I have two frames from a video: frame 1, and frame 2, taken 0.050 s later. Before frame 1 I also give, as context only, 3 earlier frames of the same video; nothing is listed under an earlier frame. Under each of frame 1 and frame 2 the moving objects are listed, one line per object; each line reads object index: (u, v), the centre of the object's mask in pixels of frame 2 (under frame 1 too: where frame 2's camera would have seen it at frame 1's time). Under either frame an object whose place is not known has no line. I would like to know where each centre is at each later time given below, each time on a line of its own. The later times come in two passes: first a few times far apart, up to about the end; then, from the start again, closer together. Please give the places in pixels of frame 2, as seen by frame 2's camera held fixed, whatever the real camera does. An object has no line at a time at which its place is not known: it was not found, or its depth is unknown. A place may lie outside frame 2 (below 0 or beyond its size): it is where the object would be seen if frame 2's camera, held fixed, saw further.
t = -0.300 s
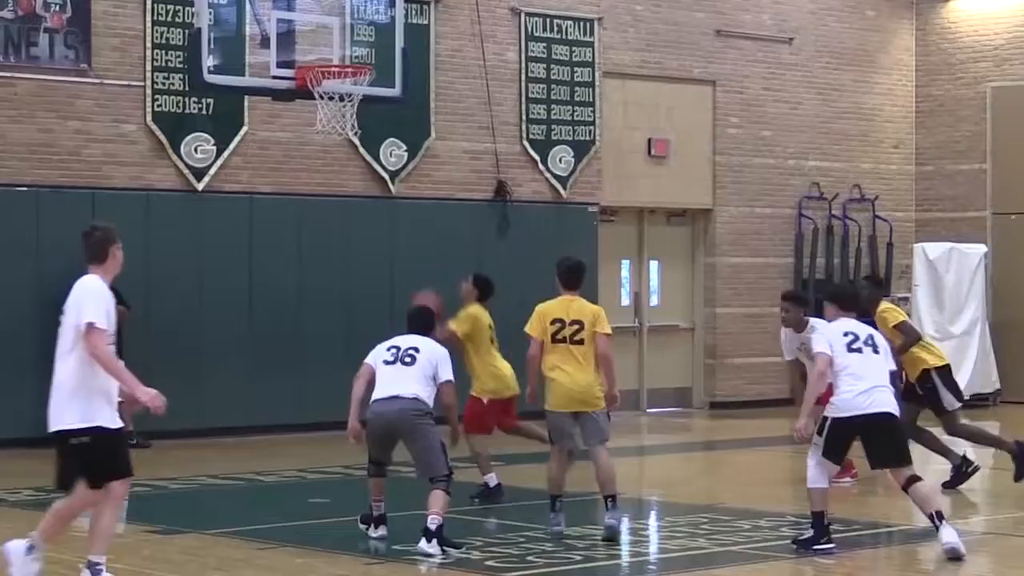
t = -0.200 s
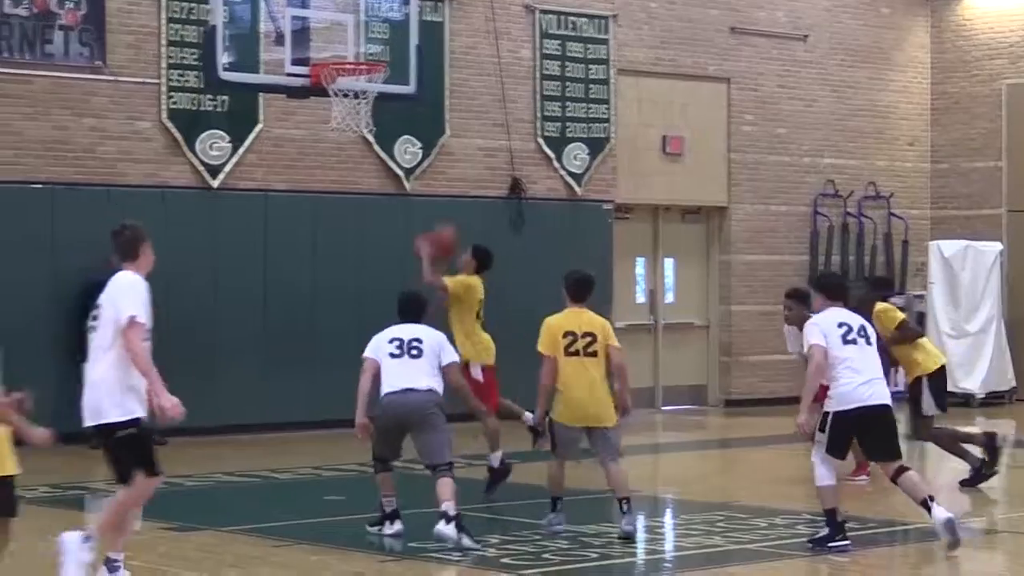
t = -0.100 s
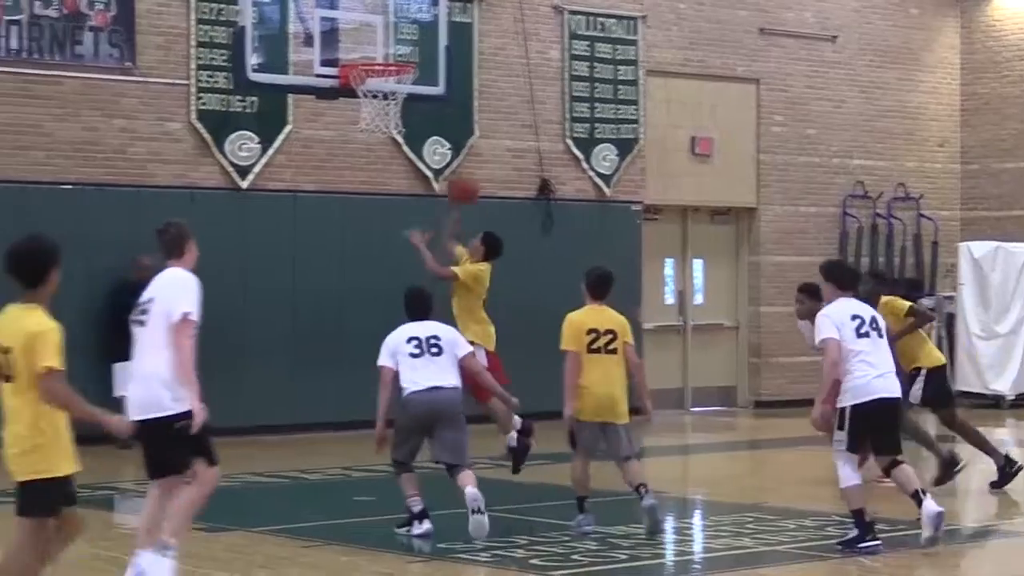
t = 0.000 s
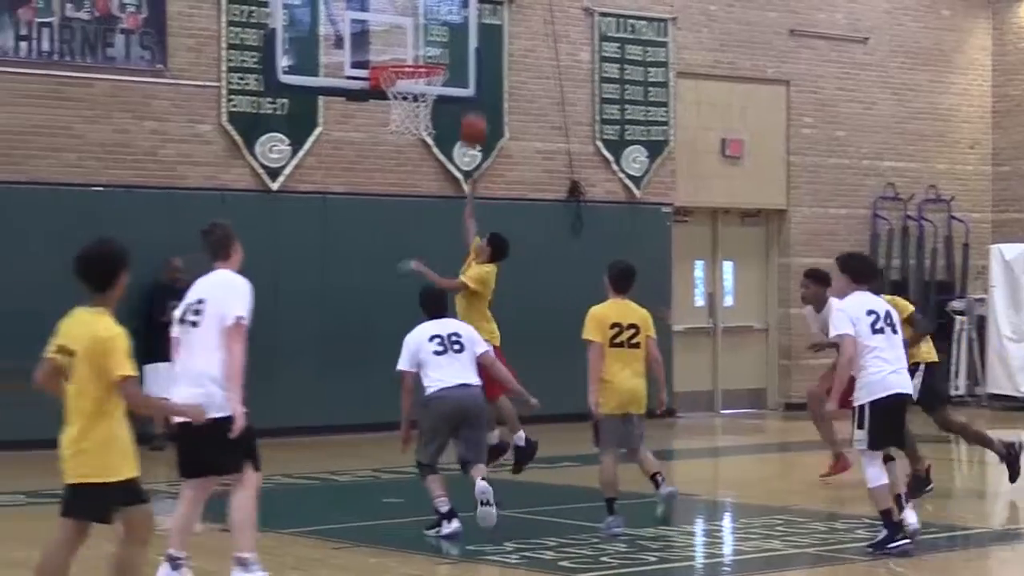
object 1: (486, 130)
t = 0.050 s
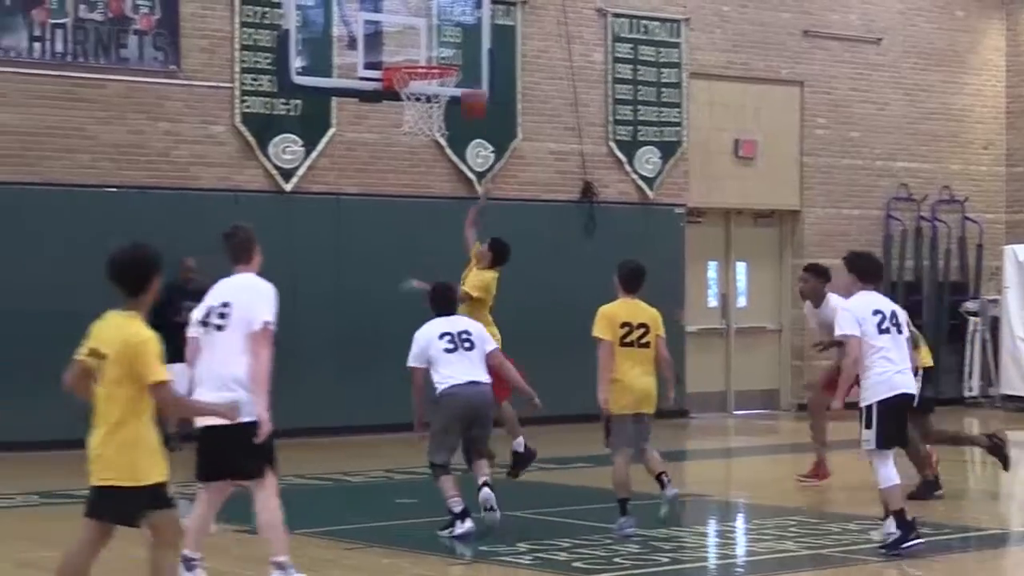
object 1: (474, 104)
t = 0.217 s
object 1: (430, 40)
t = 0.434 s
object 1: (421, 33)
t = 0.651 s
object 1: (432, 85)
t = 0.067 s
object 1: (470, 94)
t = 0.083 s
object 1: (466, 90)
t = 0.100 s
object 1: (464, 84)
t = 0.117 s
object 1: (463, 76)
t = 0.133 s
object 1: (450, 59)
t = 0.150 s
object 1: (446, 57)
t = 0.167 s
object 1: (444, 54)
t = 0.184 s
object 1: (439, 51)
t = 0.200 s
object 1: (435, 45)
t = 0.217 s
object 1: (430, 40)
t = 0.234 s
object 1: (426, 36)
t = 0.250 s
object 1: (425, 33)
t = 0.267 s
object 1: (424, 31)
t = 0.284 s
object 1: (424, 30)
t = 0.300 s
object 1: (424, 29)
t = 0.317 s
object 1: (423, 28)
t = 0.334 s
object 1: (423, 28)
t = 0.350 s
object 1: (422, 28)
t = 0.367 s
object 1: (423, 28)
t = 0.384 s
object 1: (422, 29)
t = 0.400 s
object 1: (421, 30)
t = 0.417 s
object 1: (421, 31)
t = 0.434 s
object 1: (421, 33)
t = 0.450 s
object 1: (420, 35)
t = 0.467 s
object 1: (419, 38)
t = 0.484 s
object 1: (418, 41)
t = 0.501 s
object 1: (418, 45)
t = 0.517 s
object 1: (417, 48)
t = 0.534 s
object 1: (417, 51)
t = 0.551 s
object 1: (416, 54)
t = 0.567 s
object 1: (416, 56)
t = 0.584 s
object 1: (417, 64)
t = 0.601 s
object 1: (421, 69)
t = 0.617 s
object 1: (423, 74)
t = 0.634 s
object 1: (431, 81)
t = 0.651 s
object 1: (432, 85)
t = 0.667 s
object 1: (437, 87)
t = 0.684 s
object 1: (440, 93)
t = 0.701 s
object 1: (442, 98)
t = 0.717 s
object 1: (444, 102)
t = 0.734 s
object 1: (448, 109)
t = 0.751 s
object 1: (450, 111)
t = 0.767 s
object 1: (451, 111)
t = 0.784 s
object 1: (452, 122)
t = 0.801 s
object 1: (456, 120)
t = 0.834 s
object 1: (453, 124)
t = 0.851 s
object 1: (453, 127)
